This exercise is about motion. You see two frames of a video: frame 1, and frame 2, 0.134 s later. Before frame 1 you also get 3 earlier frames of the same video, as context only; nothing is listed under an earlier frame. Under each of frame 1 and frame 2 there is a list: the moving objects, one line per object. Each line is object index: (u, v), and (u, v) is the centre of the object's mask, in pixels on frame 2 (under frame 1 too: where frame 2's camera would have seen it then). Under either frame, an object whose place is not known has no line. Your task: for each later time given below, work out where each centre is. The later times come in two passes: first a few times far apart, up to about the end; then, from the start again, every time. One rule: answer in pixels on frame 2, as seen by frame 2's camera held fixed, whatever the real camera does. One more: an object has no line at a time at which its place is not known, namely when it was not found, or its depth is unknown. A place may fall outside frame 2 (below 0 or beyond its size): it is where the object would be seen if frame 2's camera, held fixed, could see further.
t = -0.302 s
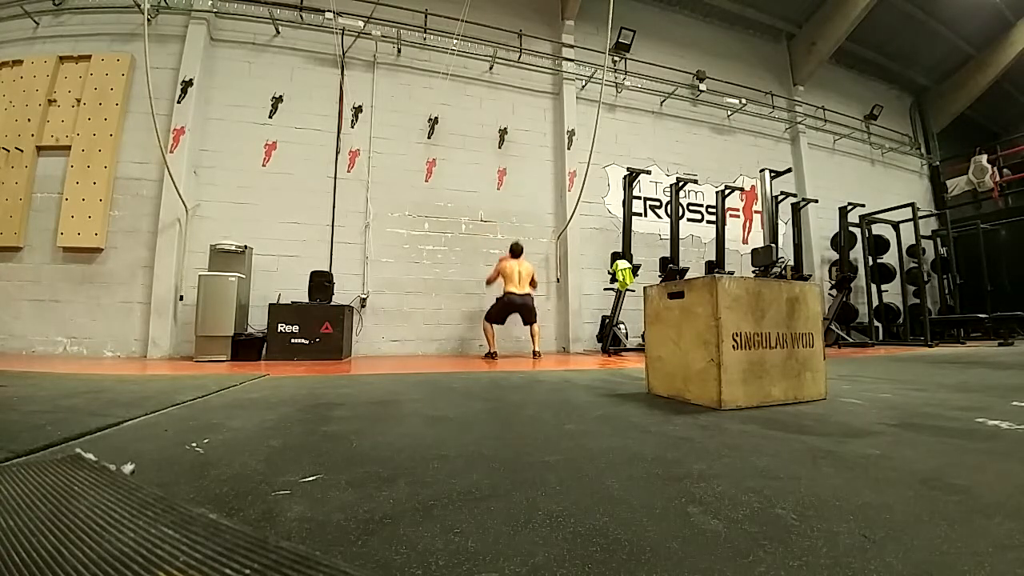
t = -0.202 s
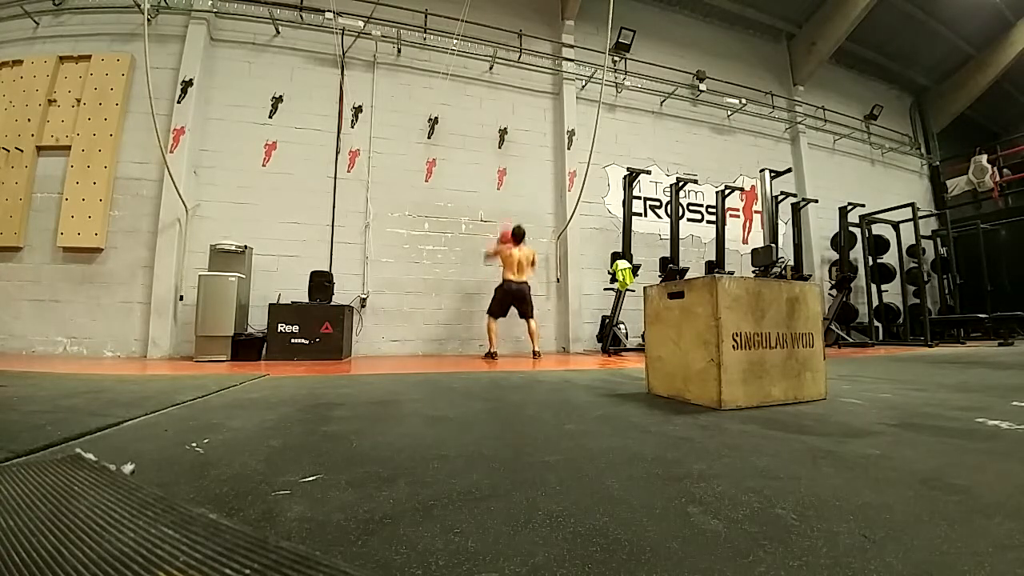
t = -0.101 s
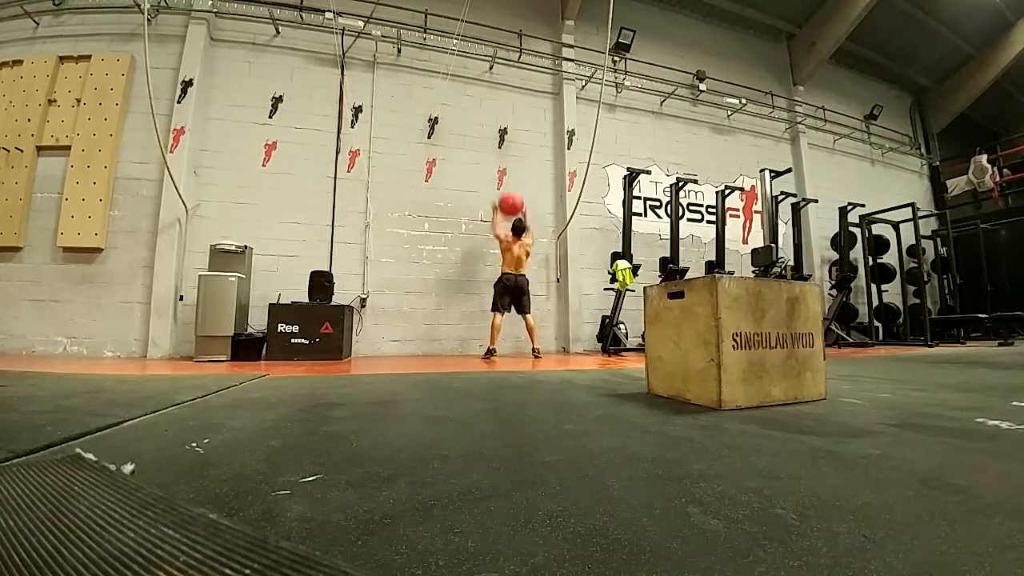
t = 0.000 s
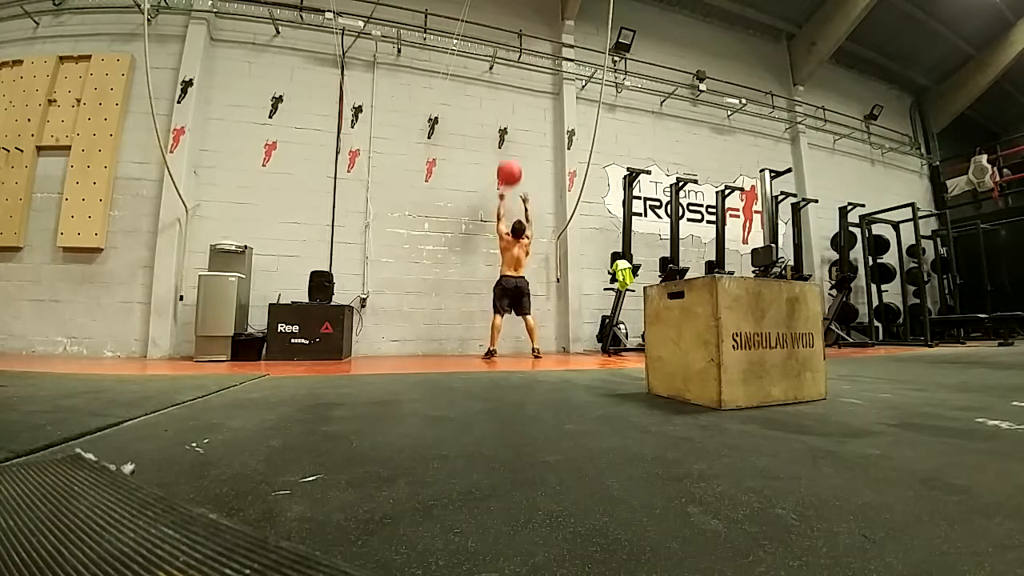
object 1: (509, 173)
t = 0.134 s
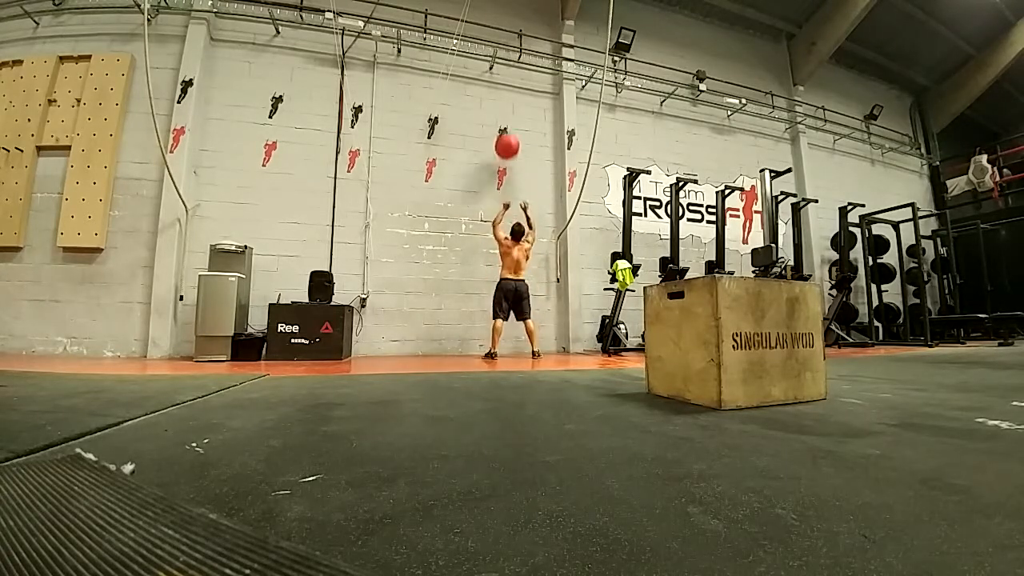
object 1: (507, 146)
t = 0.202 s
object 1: (506, 137)
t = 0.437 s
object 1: (504, 127)
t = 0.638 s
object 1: (505, 141)
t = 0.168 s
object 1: (506, 140)
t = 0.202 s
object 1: (506, 137)
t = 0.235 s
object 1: (505, 134)
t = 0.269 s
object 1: (505, 131)
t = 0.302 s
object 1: (504, 130)
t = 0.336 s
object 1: (504, 129)
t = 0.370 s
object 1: (504, 128)
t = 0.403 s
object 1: (504, 127)
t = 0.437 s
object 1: (504, 127)
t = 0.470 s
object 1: (504, 128)
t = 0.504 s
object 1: (505, 130)
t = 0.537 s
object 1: (505, 132)
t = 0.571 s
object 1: (505, 135)
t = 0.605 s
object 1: (505, 138)
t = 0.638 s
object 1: (505, 141)
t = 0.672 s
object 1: (506, 147)
